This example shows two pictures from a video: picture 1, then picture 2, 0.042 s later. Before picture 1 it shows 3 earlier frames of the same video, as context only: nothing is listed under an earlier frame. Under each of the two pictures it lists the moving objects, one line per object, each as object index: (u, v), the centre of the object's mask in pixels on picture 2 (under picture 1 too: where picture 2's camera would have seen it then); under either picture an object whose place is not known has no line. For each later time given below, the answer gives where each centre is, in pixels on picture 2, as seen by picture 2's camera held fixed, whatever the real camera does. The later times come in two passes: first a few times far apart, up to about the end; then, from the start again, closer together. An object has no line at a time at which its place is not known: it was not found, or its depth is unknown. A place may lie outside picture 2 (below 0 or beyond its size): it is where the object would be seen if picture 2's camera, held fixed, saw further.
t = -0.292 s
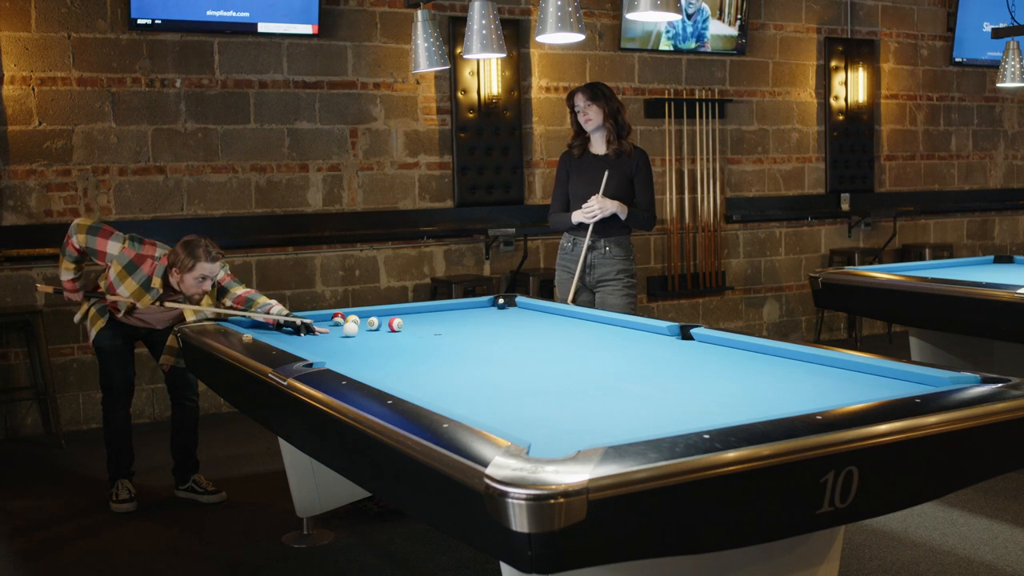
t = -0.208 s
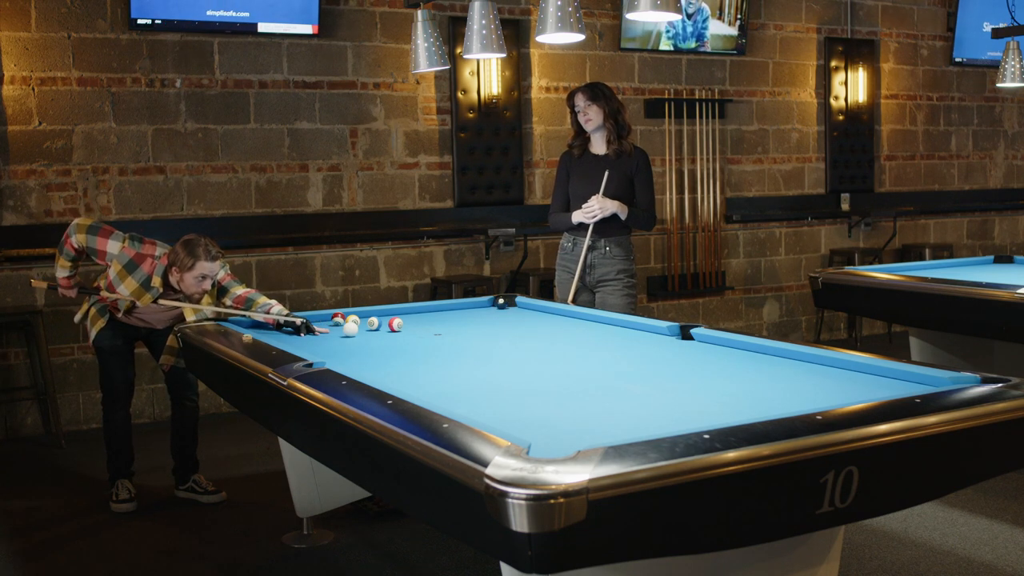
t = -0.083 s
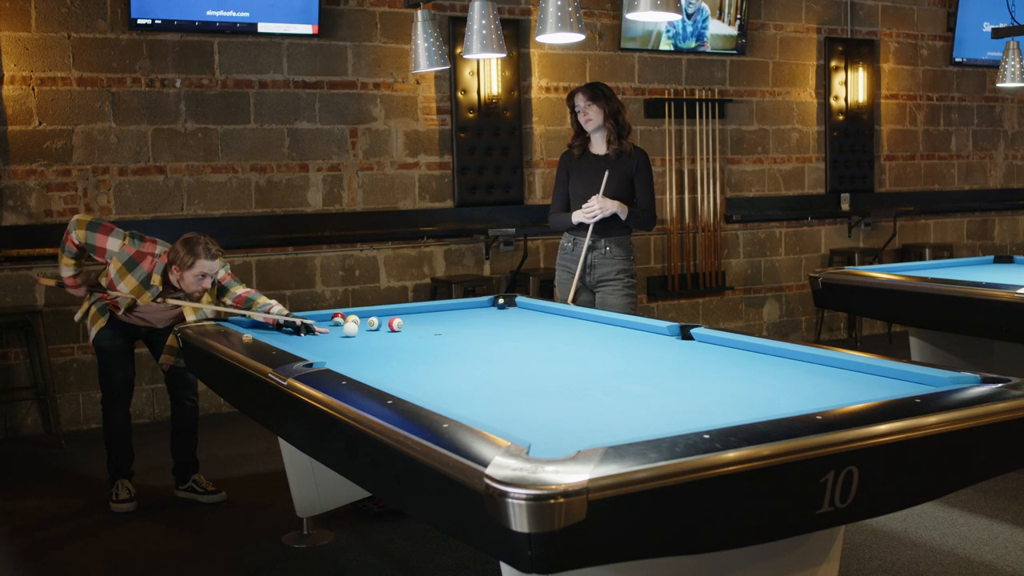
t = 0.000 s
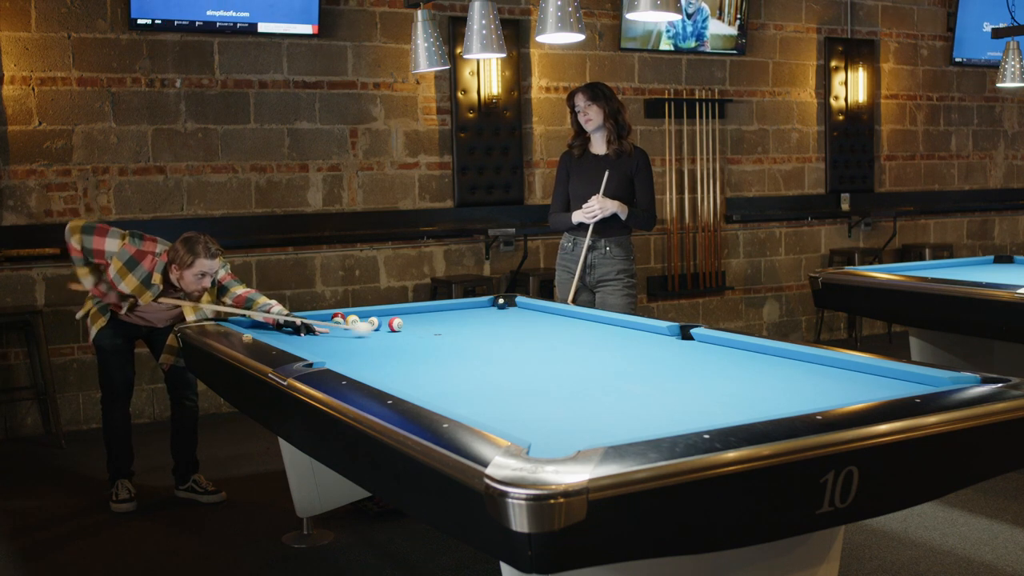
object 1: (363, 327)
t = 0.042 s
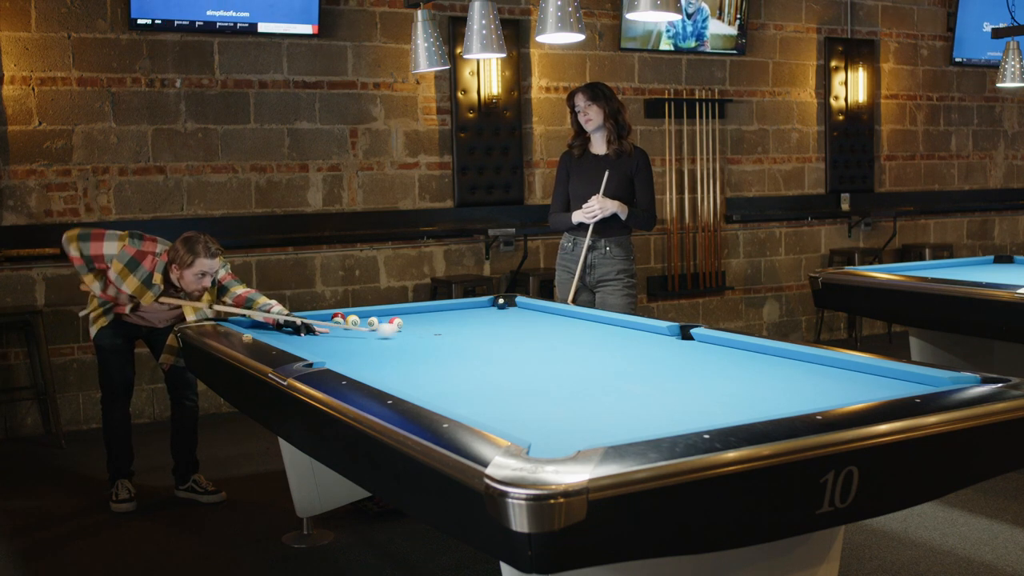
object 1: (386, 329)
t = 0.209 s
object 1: (485, 335)
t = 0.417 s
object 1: (619, 342)
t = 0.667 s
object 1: (777, 354)
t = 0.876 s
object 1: (813, 374)
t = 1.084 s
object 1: (860, 395)
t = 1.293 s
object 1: (751, 399)
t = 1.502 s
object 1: (644, 399)
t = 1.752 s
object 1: (521, 397)
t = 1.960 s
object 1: (425, 393)
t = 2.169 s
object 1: (438, 384)
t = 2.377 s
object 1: (452, 372)
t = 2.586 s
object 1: (464, 361)
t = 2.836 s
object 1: (476, 350)
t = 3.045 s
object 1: (485, 342)
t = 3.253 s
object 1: (493, 335)
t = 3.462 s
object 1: (500, 328)
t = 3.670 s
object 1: (507, 323)
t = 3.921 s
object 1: (514, 316)
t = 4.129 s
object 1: (519, 311)
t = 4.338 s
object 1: (523, 307)
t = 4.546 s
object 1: (517, 304)
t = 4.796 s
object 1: (498, 304)
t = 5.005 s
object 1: (484, 304)
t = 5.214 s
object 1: (470, 304)
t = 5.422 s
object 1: (460, 305)
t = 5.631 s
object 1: (455, 306)
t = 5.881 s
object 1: (451, 306)
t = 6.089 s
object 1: (448, 307)
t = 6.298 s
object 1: (445, 308)
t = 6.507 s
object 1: (442, 308)
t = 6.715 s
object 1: (440, 309)
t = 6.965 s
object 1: (438, 309)
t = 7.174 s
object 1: (437, 309)
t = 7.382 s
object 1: (436, 309)
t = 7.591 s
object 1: (436, 309)
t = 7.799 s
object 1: (436, 309)
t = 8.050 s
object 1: (436, 309)
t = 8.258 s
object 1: (436, 309)
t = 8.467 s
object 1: (436, 309)
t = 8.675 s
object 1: (436, 309)
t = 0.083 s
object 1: (411, 332)
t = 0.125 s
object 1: (436, 333)
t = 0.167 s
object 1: (460, 334)
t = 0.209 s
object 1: (485, 335)
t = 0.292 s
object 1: (537, 338)
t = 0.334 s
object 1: (563, 339)
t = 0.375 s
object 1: (590, 341)
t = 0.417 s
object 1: (619, 342)
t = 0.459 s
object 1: (647, 344)
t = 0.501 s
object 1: (676, 345)
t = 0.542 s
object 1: (706, 346)
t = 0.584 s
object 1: (735, 348)
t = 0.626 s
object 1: (767, 349)
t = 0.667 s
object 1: (777, 354)
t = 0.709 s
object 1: (782, 357)
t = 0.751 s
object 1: (789, 361)
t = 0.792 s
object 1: (797, 366)
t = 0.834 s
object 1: (805, 370)
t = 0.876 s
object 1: (813, 374)
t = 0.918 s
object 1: (822, 379)
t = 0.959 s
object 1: (831, 384)
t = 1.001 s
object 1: (841, 389)
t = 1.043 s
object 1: (851, 392)
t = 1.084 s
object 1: (860, 395)
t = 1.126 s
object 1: (844, 396)
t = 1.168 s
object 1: (819, 398)
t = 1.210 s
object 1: (795, 398)
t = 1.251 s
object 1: (773, 399)
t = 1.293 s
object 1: (751, 399)
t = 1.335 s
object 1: (729, 399)
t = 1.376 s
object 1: (708, 399)
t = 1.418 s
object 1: (686, 399)
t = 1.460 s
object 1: (665, 399)
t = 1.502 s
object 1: (644, 399)
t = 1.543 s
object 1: (623, 399)
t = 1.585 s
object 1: (602, 399)
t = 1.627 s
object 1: (581, 398)
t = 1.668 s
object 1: (561, 398)
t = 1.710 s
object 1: (541, 398)
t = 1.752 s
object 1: (521, 397)
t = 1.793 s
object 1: (501, 398)
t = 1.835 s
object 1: (481, 397)
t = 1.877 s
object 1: (461, 398)
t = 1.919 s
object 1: (442, 396)
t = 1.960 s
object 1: (425, 393)
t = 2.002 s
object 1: (427, 392)
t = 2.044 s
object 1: (430, 391)
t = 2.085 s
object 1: (433, 389)
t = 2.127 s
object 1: (436, 387)
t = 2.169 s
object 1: (438, 384)
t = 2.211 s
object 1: (442, 381)
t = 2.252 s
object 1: (444, 379)
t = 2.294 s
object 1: (447, 377)
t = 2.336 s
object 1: (450, 374)
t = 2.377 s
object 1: (452, 372)
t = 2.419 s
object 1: (455, 370)
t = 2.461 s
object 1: (457, 367)
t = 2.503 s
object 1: (459, 365)
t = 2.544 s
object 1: (462, 363)
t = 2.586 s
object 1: (464, 361)
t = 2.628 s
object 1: (466, 359)
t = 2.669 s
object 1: (468, 357)
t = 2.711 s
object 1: (470, 355)
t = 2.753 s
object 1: (472, 354)
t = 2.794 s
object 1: (474, 352)
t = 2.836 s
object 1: (476, 350)
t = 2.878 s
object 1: (478, 348)
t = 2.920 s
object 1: (480, 347)
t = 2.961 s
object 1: (482, 345)
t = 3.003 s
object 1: (483, 344)
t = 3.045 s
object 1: (485, 342)
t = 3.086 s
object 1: (486, 341)
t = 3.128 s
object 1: (488, 339)
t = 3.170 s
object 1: (490, 338)
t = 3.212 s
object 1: (492, 336)
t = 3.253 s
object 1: (493, 335)
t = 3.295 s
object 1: (495, 334)
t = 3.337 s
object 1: (496, 332)
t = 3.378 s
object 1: (498, 331)
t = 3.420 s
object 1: (499, 330)
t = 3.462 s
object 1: (500, 328)
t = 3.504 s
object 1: (502, 327)
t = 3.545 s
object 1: (503, 326)
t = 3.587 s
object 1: (504, 325)
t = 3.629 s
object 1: (506, 324)
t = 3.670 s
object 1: (507, 323)
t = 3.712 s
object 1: (508, 322)
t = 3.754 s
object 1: (509, 320)
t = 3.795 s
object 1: (510, 319)
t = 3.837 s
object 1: (512, 318)
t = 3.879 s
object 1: (512, 317)
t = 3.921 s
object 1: (514, 316)
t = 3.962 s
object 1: (515, 315)
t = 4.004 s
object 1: (516, 314)
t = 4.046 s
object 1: (517, 313)
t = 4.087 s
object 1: (518, 312)
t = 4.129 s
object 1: (519, 311)
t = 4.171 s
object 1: (520, 311)
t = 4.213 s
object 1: (521, 310)
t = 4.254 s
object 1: (521, 309)
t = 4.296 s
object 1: (522, 308)
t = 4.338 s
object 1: (523, 307)
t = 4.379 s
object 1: (524, 306)
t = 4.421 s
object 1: (525, 305)
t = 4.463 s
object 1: (523, 305)
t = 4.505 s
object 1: (520, 305)
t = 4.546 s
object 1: (517, 304)
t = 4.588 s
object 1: (513, 304)
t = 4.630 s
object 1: (510, 304)
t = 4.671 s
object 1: (507, 304)
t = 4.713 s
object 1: (504, 304)
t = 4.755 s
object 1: (501, 304)
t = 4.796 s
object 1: (498, 304)
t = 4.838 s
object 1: (496, 304)
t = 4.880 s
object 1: (492, 304)
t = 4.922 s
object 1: (490, 304)
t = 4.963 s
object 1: (486, 304)
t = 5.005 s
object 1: (484, 304)
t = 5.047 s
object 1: (481, 304)
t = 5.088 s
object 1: (478, 304)
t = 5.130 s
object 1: (475, 304)
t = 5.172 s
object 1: (473, 304)
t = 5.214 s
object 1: (470, 304)
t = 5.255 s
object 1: (467, 304)
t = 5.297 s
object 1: (465, 304)
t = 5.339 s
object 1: (462, 305)
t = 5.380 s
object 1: (460, 305)
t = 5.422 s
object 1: (460, 305)
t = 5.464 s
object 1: (459, 305)
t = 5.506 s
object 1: (458, 305)
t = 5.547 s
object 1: (457, 305)
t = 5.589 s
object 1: (456, 305)
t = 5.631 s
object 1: (455, 306)
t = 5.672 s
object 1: (455, 306)
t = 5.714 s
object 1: (454, 306)
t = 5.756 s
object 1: (453, 306)
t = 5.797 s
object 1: (453, 306)
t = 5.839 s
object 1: (452, 306)
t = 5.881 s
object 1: (451, 306)
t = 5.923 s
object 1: (451, 306)
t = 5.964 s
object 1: (450, 306)
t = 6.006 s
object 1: (449, 307)
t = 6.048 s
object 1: (448, 307)
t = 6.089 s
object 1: (448, 307)
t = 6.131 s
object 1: (447, 307)
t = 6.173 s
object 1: (447, 307)
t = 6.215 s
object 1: (446, 307)
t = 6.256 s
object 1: (445, 308)
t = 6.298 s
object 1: (445, 308)
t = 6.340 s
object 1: (444, 308)
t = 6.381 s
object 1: (444, 308)
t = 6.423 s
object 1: (443, 308)
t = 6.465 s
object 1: (443, 308)
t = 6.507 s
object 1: (442, 308)
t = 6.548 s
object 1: (442, 308)
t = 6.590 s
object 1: (442, 308)
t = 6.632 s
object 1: (441, 308)
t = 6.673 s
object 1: (441, 309)
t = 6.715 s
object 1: (440, 309)
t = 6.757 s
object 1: (440, 309)
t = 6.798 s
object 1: (440, 309)
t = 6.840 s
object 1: (439, 309)
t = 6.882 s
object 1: (439, 309)
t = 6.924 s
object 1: (439, 309)
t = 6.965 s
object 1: (438, 309)
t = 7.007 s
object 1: (438, 309)
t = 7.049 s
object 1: (438, 309)
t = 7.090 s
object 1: (437, 309)
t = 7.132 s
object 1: (437, 309)
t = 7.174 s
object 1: (437, 309)
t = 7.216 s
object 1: (437, 309)
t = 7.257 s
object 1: (437, 309)
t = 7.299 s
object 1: (436, 309)
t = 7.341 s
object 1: (436, 309)
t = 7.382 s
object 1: (436, 309)
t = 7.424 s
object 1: (436, 309)
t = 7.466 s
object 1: (436, 309)
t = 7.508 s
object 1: (436, 309)
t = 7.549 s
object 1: (436, 309)
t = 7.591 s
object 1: (436, 309)
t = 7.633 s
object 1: (436, 309)
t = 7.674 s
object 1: (436, 309)
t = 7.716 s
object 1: (436, 309)
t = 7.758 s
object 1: (436, 309)
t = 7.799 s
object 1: (436, 309)
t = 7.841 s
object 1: (436, 309)
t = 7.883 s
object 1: (436, 309)
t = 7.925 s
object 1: (436, 309)
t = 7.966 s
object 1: (436, 309)
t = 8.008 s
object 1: (436, 309)
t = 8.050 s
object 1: (436, 309)
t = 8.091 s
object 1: (436, 309)
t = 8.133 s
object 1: (436, 309)
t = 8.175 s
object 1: (436, 309)
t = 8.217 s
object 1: (436, 309)
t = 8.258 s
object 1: (436, 309)
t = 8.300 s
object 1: (436, 309)
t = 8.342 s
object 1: (436, 309)
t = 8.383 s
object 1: (436, 309)
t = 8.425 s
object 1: (436, 309)
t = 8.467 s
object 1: (436, 309)
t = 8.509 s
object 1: (436, 309)
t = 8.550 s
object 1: (436, 309)
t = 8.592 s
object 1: (436, 309)
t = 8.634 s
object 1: (436, 309)
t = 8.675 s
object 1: (436, 309)
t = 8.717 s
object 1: (436, 309)
